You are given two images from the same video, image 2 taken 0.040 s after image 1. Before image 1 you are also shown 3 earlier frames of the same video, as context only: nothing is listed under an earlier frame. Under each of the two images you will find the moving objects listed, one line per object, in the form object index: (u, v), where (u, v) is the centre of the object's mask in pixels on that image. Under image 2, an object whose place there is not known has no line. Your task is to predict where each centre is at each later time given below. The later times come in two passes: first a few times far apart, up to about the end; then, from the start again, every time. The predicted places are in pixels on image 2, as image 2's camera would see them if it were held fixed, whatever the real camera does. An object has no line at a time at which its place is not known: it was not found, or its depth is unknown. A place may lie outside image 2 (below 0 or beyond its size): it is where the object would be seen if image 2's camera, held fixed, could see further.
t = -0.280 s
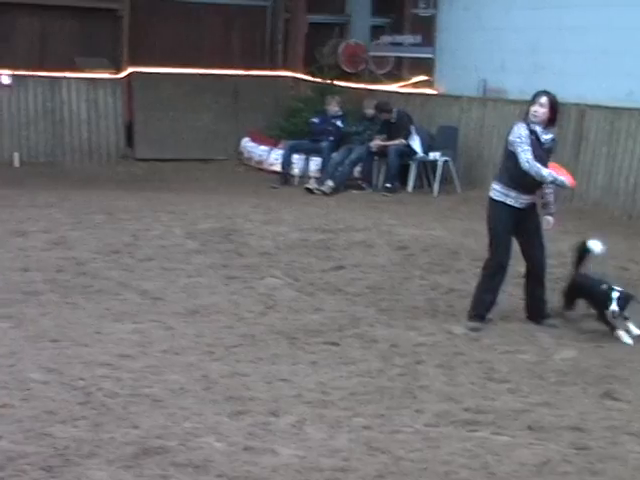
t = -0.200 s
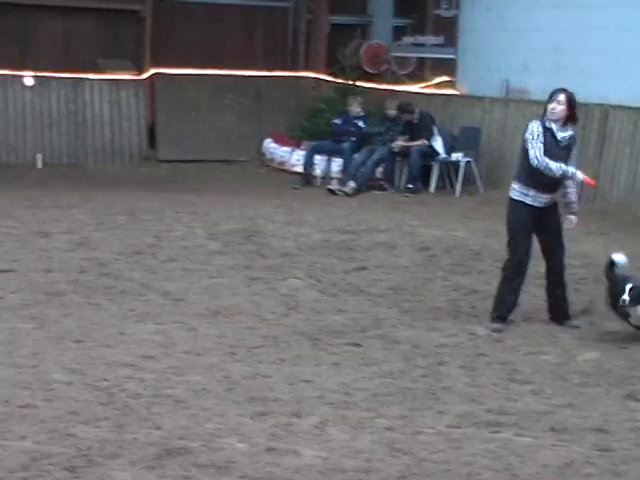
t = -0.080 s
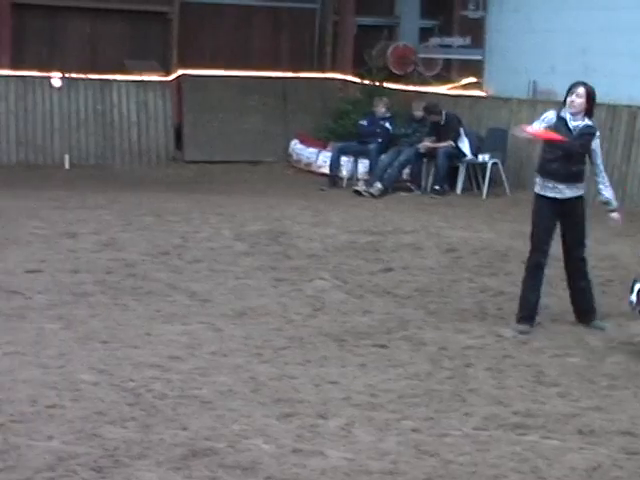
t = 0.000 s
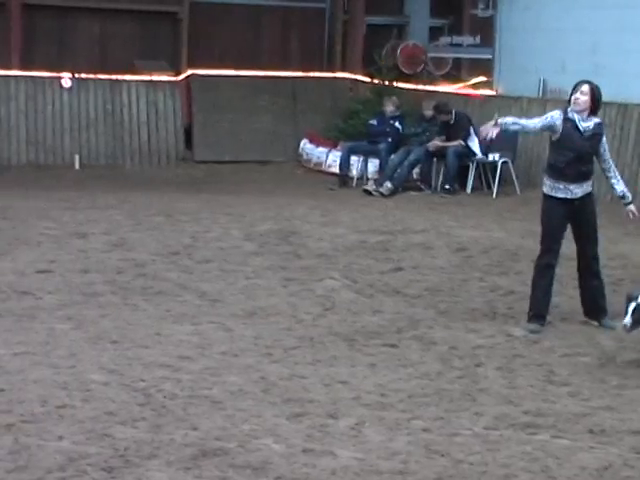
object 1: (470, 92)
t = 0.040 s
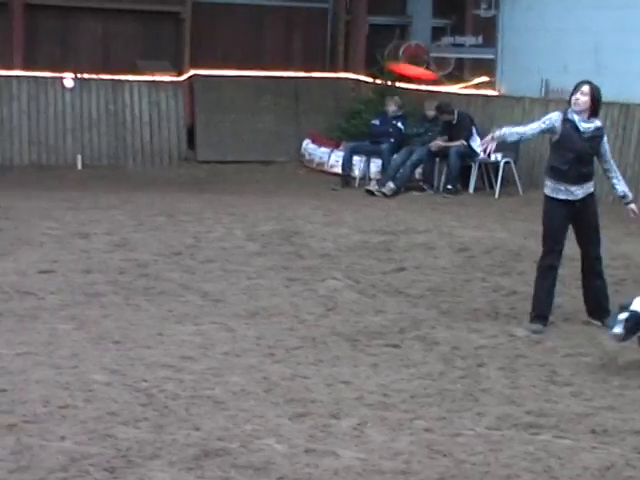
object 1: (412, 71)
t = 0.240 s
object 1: (139, 3)
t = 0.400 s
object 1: (-108, -43)
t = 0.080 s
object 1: (361, 56)
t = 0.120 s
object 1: (308, 41)
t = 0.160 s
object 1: (254, 27)
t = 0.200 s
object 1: (197, 15)
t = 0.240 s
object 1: (139, 3)
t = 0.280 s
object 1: (82, -6)
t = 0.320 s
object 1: (26, -17)
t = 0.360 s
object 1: (-43, -32)
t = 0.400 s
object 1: (-108, -43)
